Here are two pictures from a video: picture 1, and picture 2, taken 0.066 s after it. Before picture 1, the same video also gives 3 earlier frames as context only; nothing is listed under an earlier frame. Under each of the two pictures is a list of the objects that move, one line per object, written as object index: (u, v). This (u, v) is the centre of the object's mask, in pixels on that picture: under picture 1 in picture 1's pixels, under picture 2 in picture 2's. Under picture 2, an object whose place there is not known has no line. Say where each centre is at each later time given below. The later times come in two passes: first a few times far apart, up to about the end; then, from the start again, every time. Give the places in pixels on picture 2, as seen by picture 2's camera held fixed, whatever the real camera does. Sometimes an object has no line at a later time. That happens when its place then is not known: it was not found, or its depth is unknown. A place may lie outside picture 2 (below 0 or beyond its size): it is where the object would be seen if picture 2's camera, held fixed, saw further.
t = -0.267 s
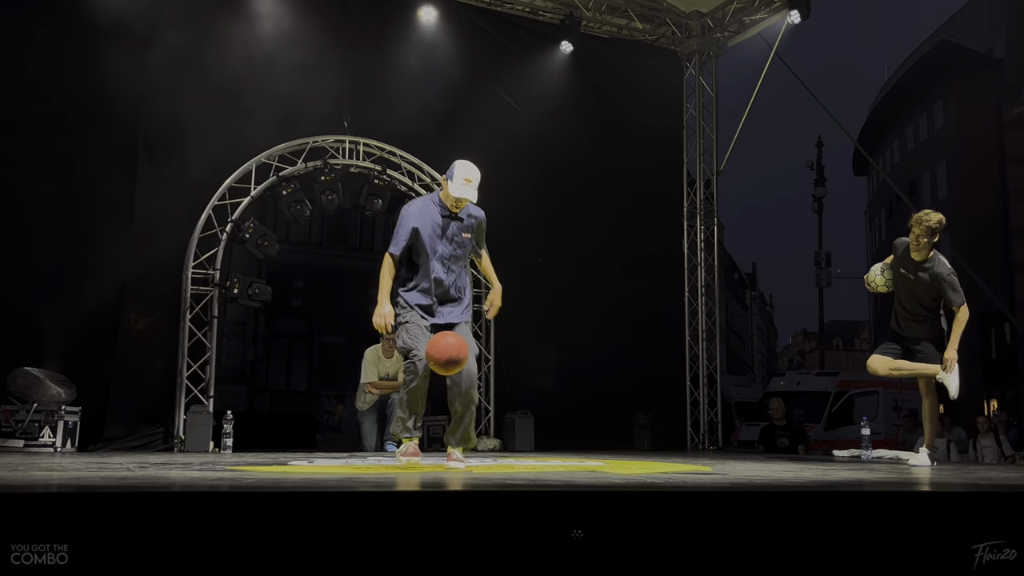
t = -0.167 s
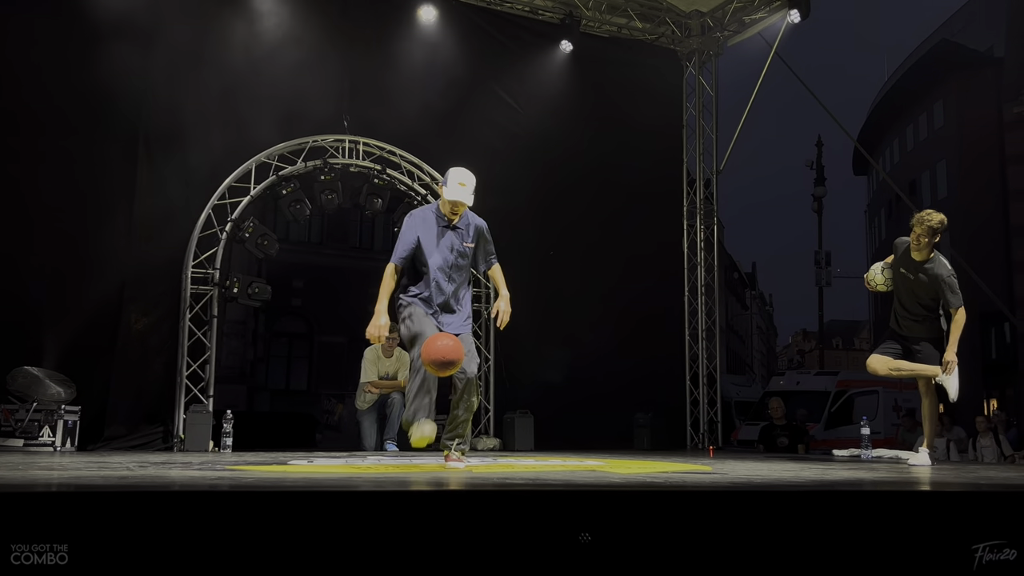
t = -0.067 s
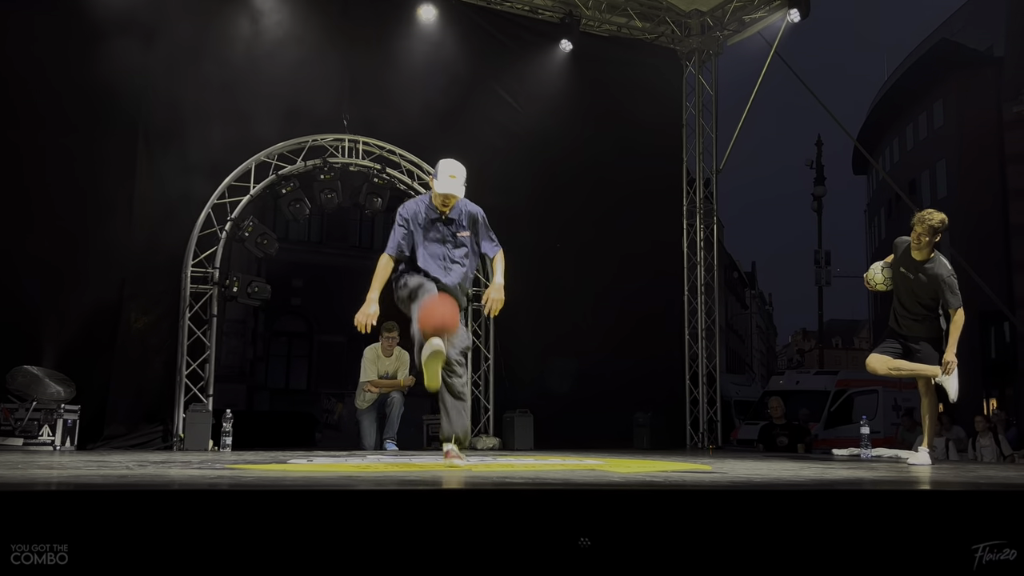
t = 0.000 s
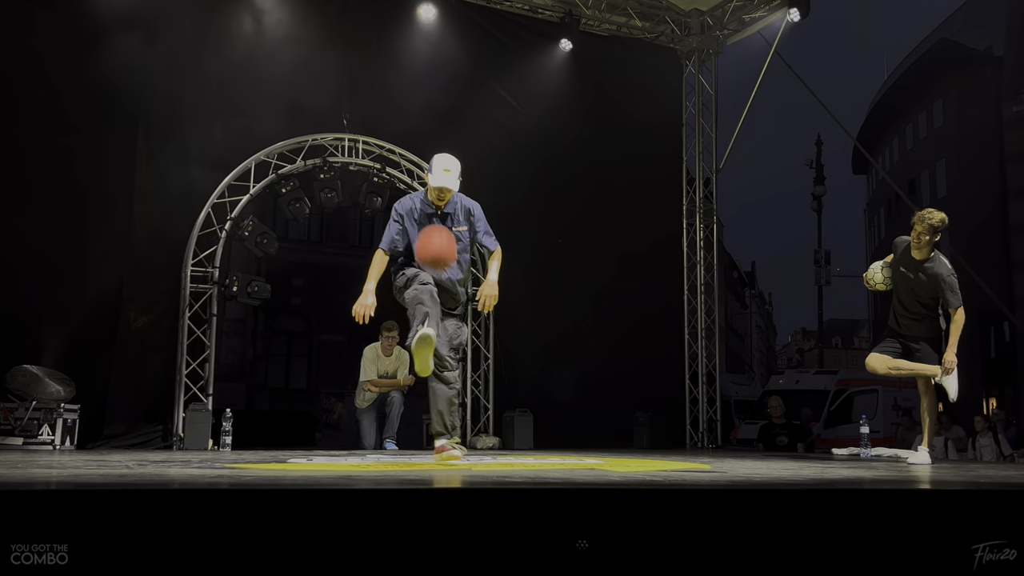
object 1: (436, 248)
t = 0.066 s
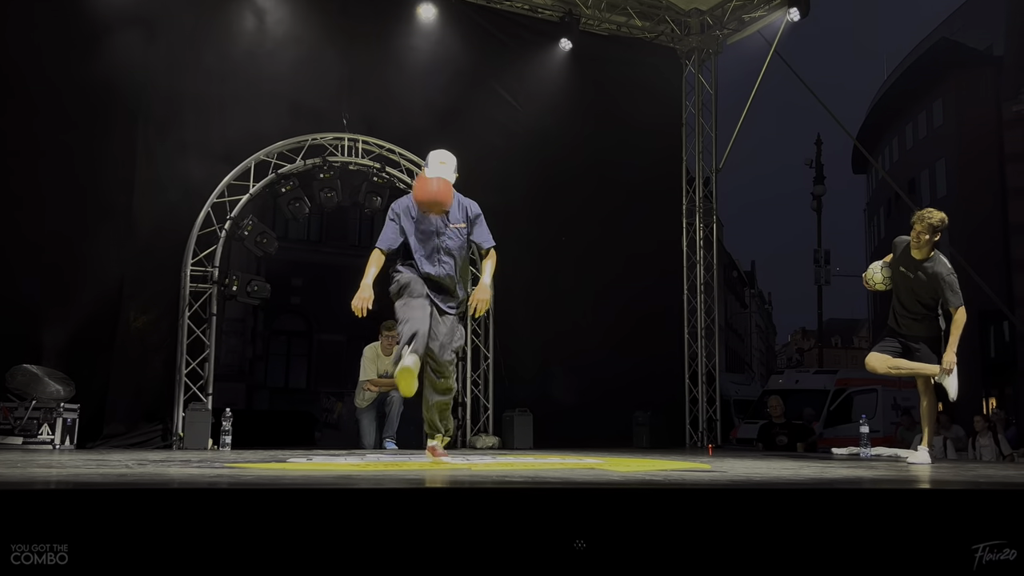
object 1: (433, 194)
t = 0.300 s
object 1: (420, 73)
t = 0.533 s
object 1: (405, 56)
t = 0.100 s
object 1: (430, 168)
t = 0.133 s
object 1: (429, 144)
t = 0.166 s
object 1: (428, 128)
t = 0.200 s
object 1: (426, 111)
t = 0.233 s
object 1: (424, 96)
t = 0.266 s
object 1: (422, 84)
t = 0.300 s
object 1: (420, 73)
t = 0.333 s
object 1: (418, 65)
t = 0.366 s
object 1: (416, 58)
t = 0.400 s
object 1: (414, 54)
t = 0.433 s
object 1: (412, 52)
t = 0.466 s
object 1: (409, 51)
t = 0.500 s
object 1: (407, 53)
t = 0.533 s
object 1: (405, 56)
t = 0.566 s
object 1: (403, 61)
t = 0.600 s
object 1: (400, 68)
